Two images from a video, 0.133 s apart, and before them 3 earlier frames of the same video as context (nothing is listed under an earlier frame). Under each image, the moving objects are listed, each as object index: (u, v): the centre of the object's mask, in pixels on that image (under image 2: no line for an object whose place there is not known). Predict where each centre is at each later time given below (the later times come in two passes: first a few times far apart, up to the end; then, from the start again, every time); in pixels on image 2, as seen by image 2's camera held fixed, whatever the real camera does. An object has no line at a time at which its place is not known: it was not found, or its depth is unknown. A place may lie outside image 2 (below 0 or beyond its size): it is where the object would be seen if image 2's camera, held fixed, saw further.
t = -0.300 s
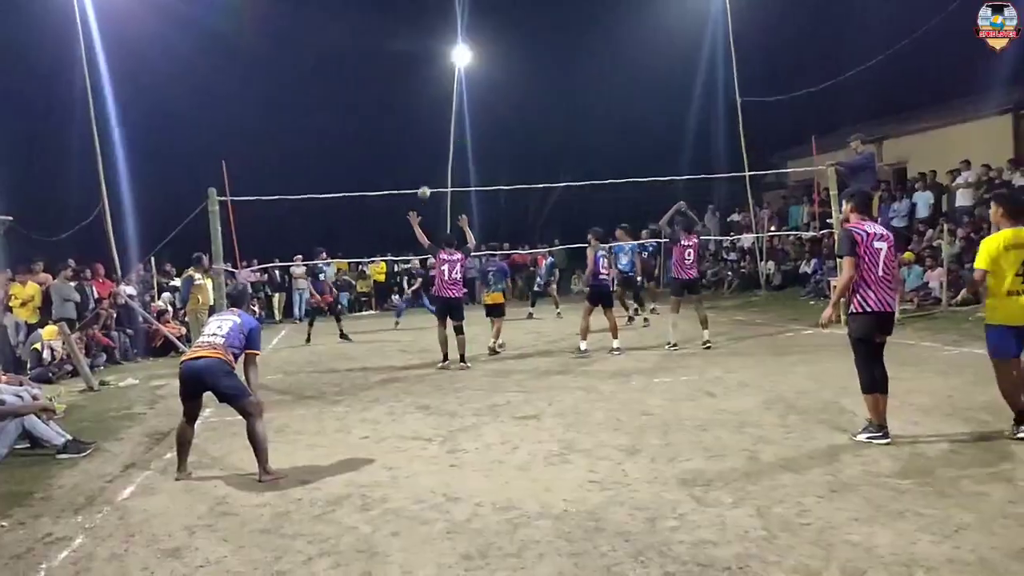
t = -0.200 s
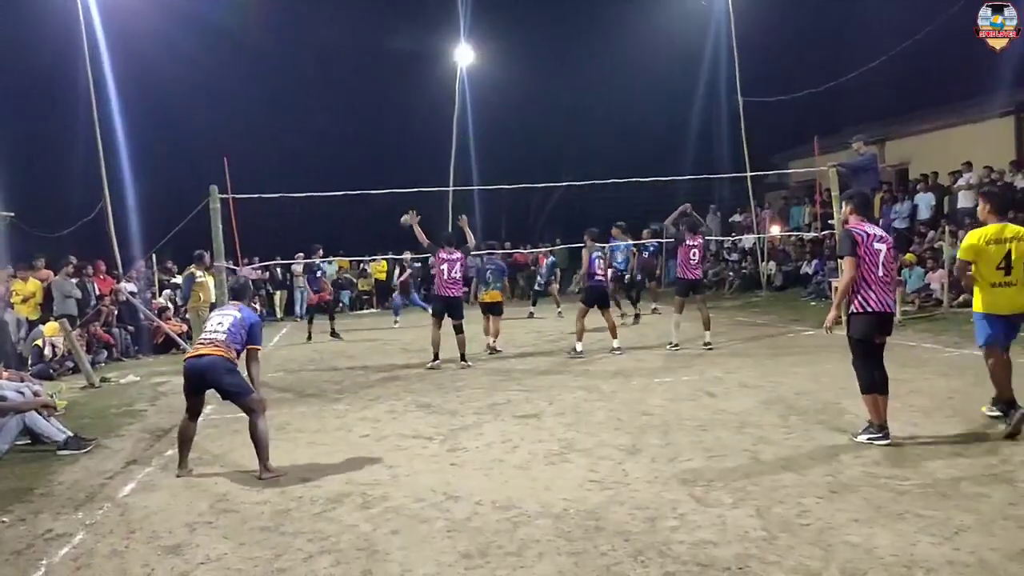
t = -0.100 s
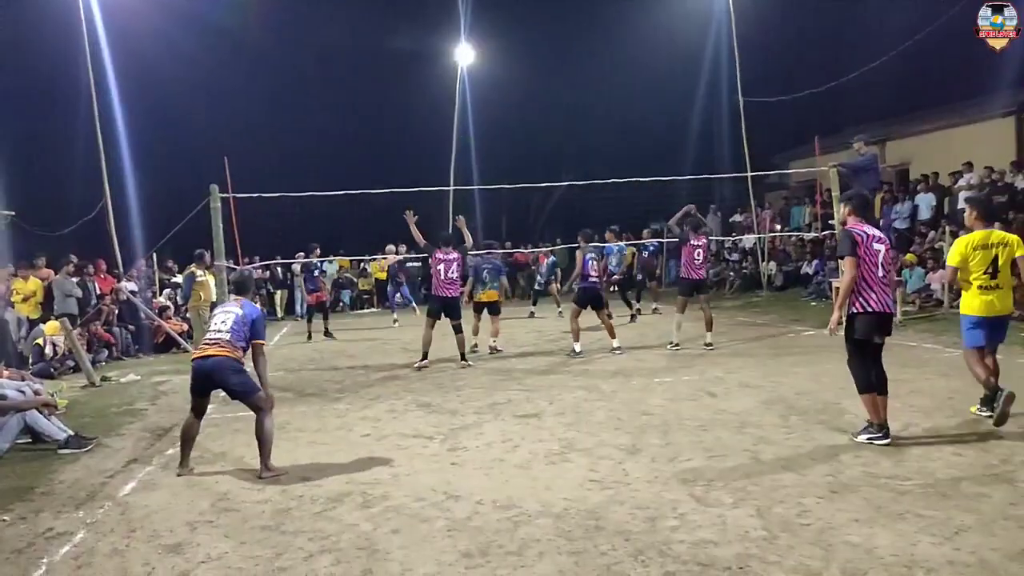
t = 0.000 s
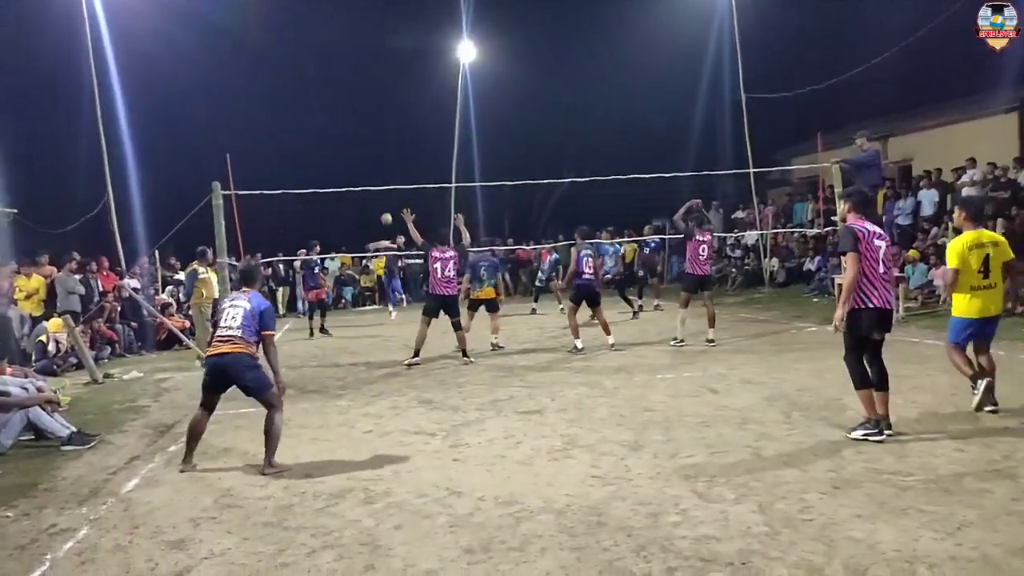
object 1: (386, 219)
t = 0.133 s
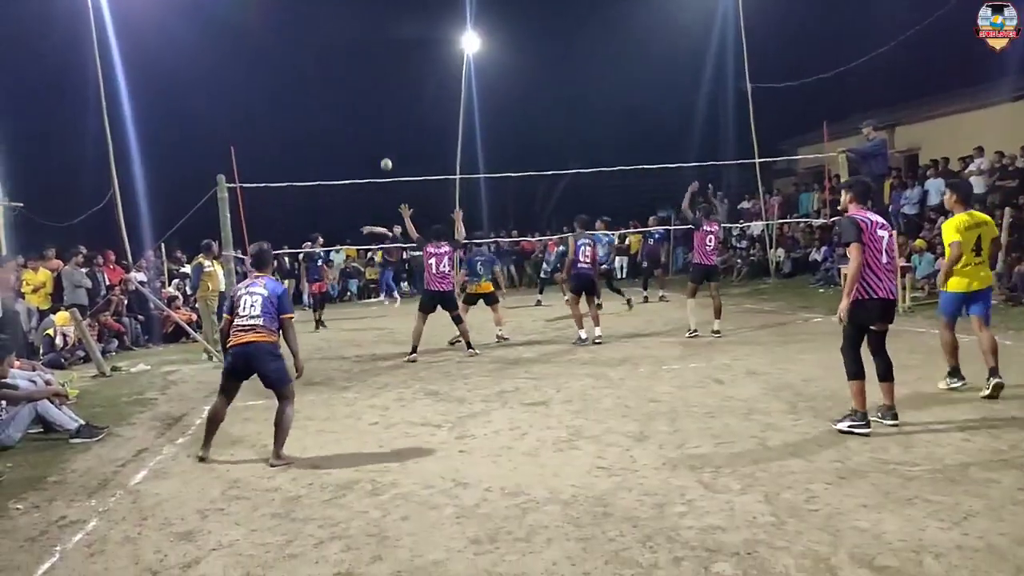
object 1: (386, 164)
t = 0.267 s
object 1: (381, 123)
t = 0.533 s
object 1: (373, 64)
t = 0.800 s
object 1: (367, 39)
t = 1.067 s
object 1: (362, 54)
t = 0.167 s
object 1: (385, 153)
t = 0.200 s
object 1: (384, 142)
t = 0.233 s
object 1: (383, 133)
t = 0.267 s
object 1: (381, 123)
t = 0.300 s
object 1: (380, 114)
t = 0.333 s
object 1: (379, 106)
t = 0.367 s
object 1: (378, 97)
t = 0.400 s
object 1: (377, 90)
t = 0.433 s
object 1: (376, 82)
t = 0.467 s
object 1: (375, 76)
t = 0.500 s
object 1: (374, 70)
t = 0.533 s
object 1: (373, 64)
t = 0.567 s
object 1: (372, 60)
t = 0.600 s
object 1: (371, 55)
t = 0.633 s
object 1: (370, 50)
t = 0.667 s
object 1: (369, 47)
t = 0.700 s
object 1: (368, 44)
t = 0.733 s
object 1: (368, 42)
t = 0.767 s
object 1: (367, 40)
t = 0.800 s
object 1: (367, 39)
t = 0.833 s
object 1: (366, 39)
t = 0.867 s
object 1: (365, 39)
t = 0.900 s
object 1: (364, 40)
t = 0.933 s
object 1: (364, 41)
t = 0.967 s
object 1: (364, 43)
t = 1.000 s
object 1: (363, 46)
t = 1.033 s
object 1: (363, 50)
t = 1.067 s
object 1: (362, 54)
